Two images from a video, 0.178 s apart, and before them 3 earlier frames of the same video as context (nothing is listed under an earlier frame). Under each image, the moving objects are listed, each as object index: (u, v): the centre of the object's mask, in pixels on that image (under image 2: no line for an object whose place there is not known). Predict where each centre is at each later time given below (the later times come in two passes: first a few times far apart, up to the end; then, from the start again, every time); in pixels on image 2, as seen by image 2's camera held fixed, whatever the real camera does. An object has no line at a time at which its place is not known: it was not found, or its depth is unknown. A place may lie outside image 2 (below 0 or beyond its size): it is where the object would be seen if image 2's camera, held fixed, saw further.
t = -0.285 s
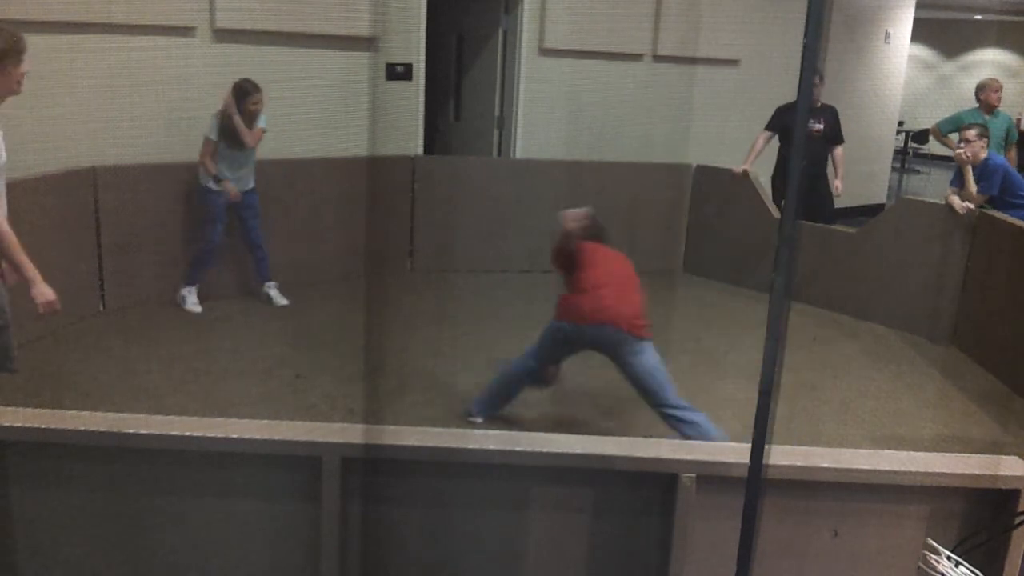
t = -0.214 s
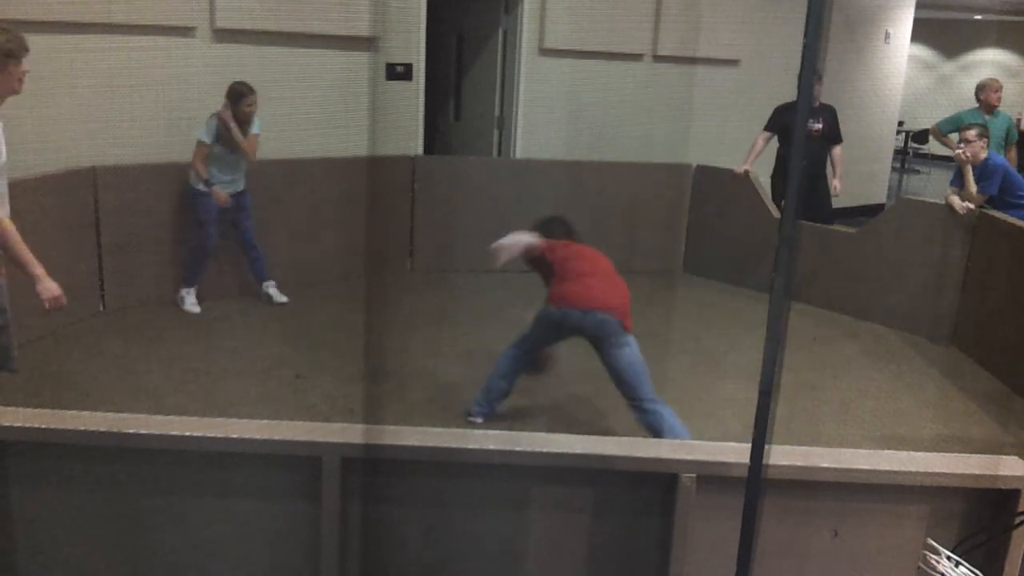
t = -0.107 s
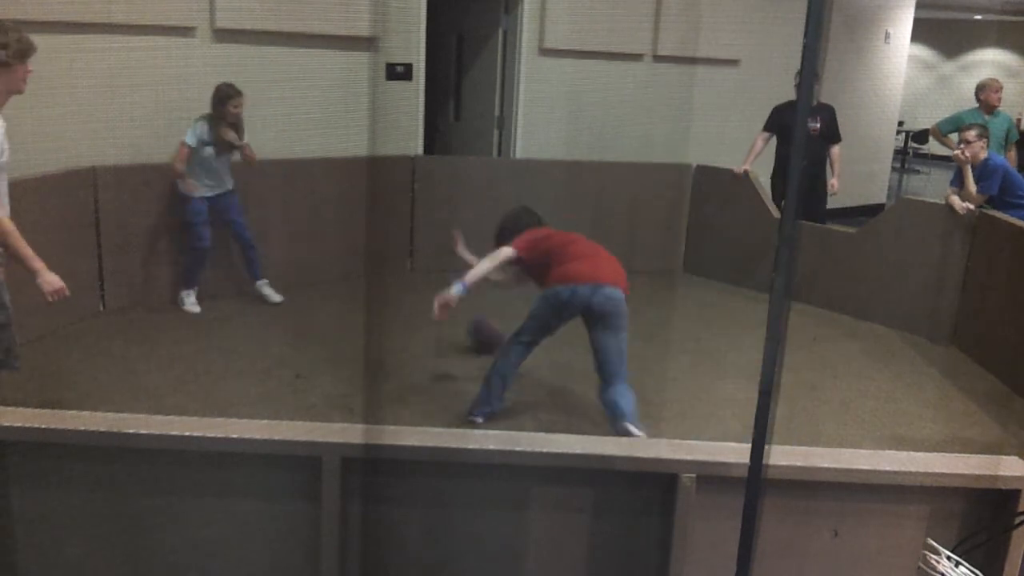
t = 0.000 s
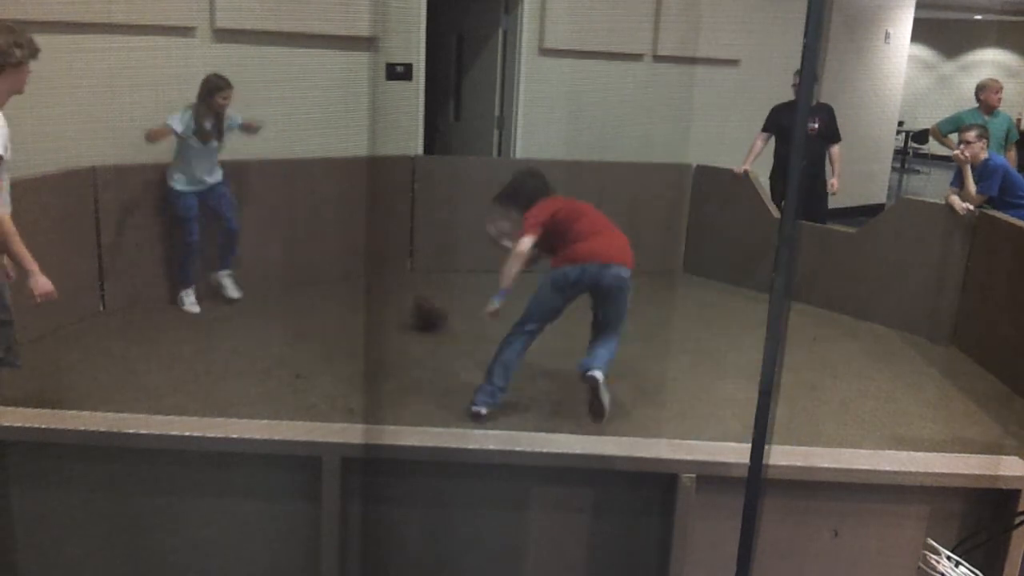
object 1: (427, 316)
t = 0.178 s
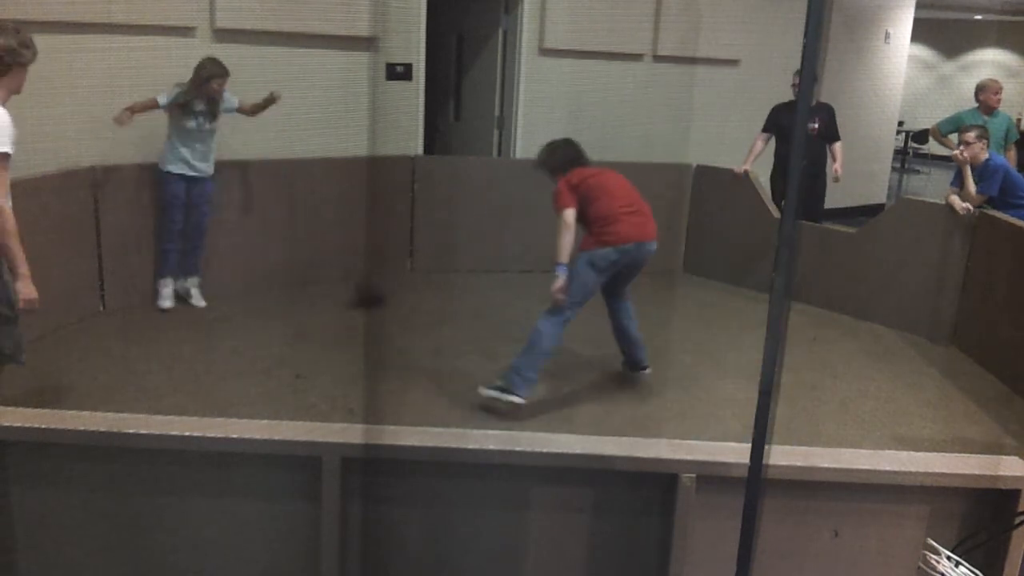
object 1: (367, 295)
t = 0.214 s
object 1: (358, 291)
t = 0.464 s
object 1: (323, 264)
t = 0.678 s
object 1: (349, 302)
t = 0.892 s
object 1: (353, 299)
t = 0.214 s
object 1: (358, 291)
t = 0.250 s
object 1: (346, 287)
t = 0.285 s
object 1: (339, 284)
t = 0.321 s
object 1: (328, 282)
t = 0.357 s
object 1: (315, 275)
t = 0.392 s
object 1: (314, 272)
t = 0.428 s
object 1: (315, 272)
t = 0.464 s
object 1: (323, 264)
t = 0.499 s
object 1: (331, 267)
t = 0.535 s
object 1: (334, 270)
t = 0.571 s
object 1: (339, 278)
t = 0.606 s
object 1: (343, 286)
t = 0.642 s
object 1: (346, 296)
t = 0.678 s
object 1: (349, 302)
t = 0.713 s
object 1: (350, 301)
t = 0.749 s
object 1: (351, 300)
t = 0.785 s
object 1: (351, 295)
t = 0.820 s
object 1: (353, 296)
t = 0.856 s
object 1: (353, 297)
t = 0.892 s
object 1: (353, 299)
